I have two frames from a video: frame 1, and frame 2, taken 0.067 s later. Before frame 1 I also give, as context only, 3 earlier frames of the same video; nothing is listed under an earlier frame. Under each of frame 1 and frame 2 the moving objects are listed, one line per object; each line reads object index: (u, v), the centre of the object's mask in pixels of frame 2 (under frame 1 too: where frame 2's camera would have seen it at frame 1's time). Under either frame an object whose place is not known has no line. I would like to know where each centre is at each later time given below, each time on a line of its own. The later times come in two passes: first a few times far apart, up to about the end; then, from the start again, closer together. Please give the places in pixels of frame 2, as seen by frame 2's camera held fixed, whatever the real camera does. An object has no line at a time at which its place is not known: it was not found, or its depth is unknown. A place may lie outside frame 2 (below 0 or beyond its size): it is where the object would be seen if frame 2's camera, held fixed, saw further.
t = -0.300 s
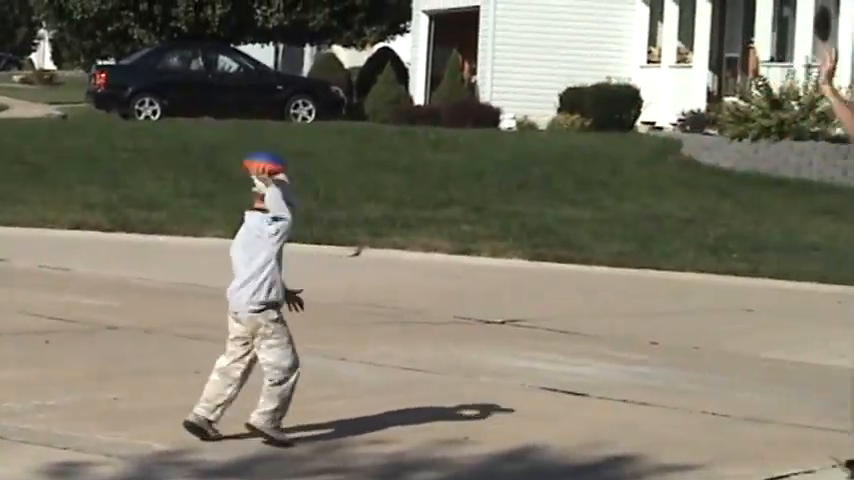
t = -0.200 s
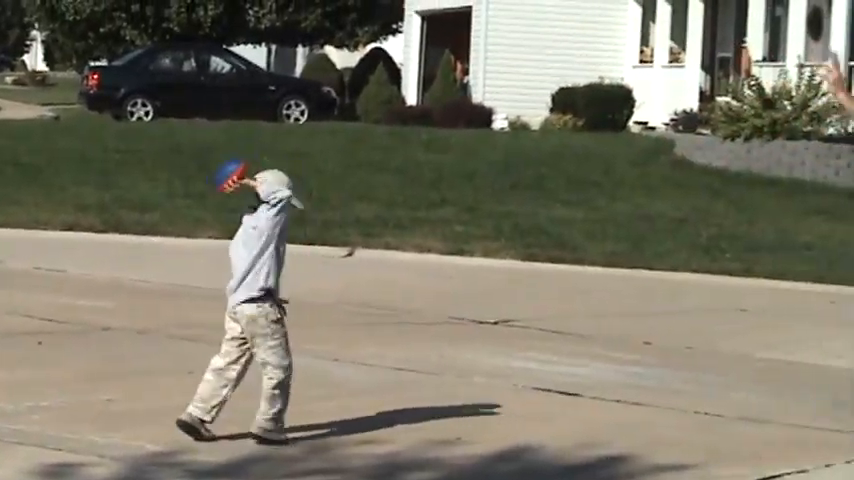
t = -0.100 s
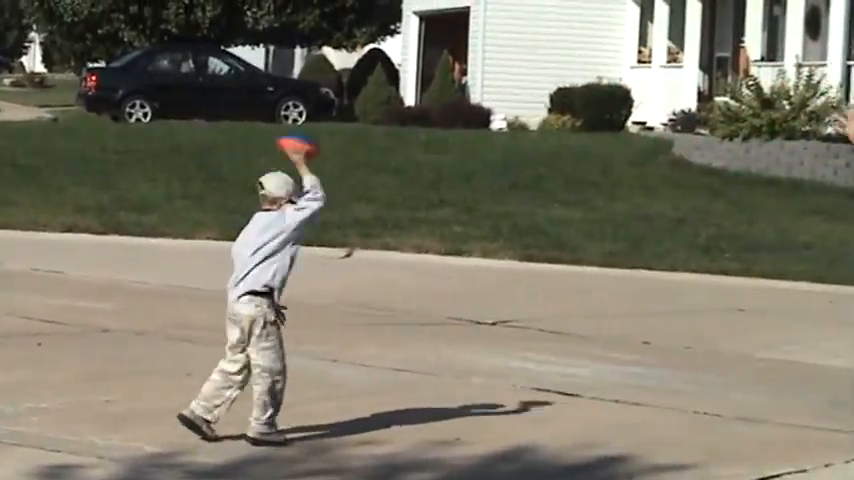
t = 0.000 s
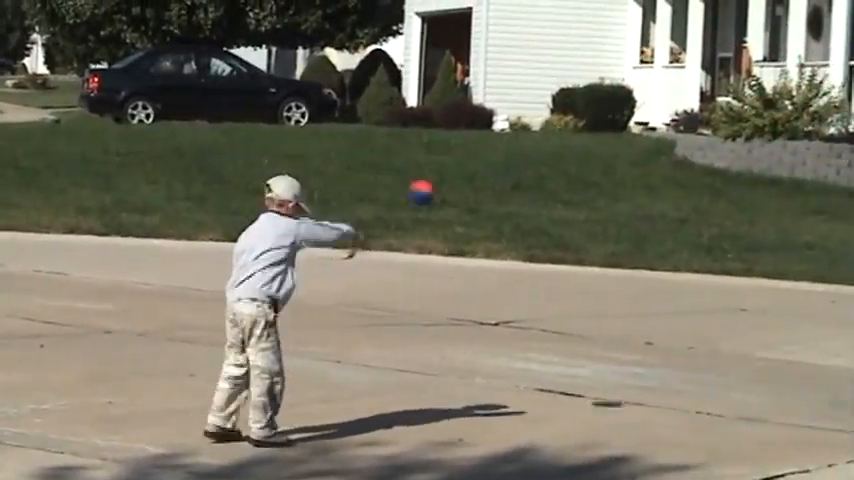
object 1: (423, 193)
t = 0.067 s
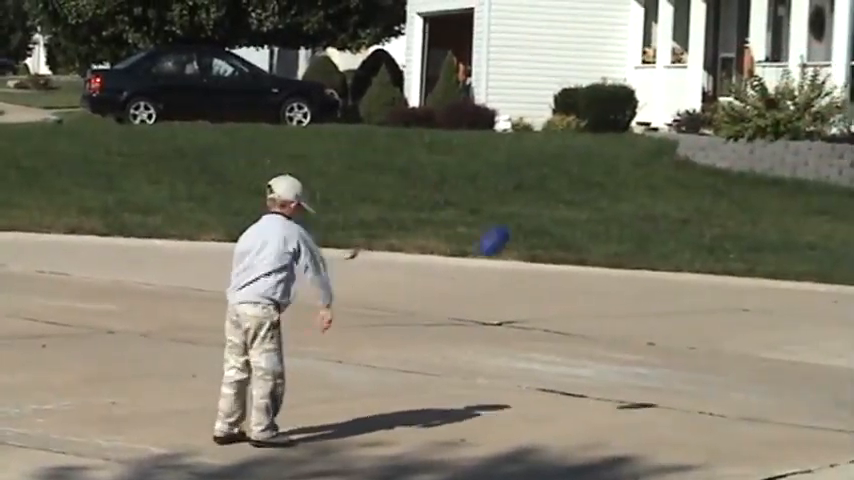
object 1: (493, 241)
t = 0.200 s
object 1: (617, 349)
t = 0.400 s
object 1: (757, 322)
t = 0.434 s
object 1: (778, 305)
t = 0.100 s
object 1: (526, 267)
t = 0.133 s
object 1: (558, 292)
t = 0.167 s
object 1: (588, 320)
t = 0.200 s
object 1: (617, 349)
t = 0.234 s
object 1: (644, 379)
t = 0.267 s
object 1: (671, 406)
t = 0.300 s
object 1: (693, 388)
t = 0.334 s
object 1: (715, 362)
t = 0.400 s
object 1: (757, 322)
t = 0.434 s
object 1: (778, 305)
